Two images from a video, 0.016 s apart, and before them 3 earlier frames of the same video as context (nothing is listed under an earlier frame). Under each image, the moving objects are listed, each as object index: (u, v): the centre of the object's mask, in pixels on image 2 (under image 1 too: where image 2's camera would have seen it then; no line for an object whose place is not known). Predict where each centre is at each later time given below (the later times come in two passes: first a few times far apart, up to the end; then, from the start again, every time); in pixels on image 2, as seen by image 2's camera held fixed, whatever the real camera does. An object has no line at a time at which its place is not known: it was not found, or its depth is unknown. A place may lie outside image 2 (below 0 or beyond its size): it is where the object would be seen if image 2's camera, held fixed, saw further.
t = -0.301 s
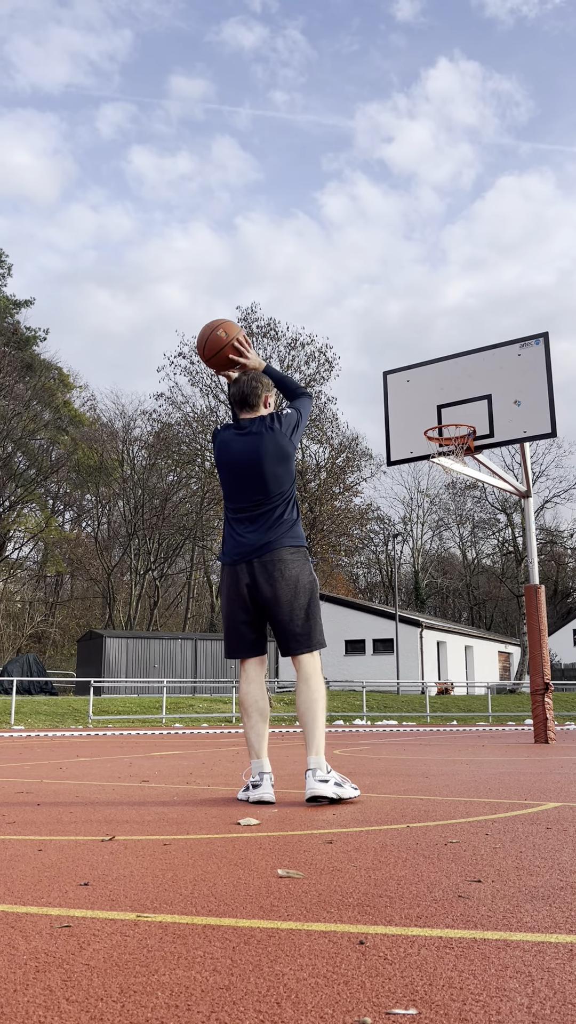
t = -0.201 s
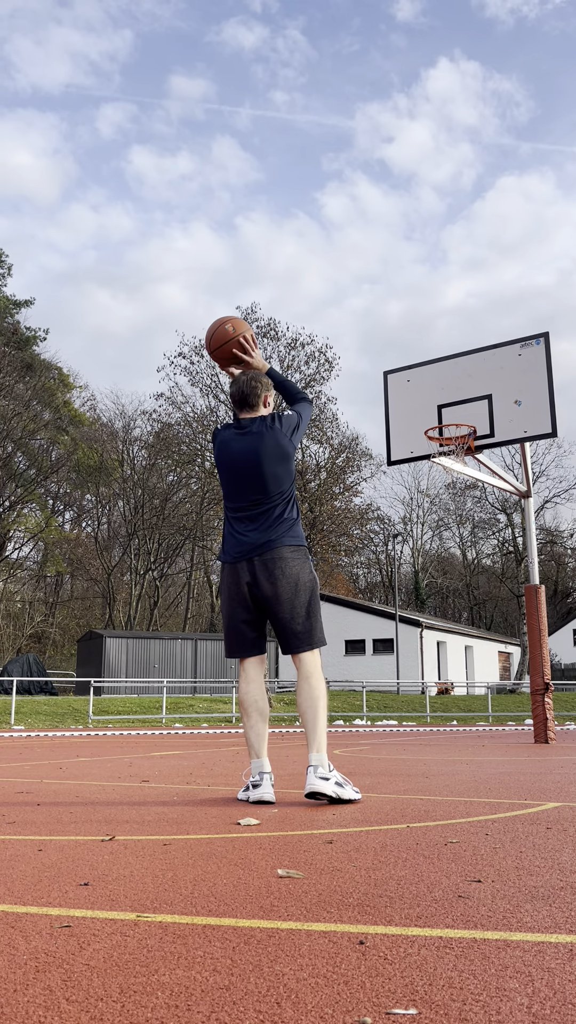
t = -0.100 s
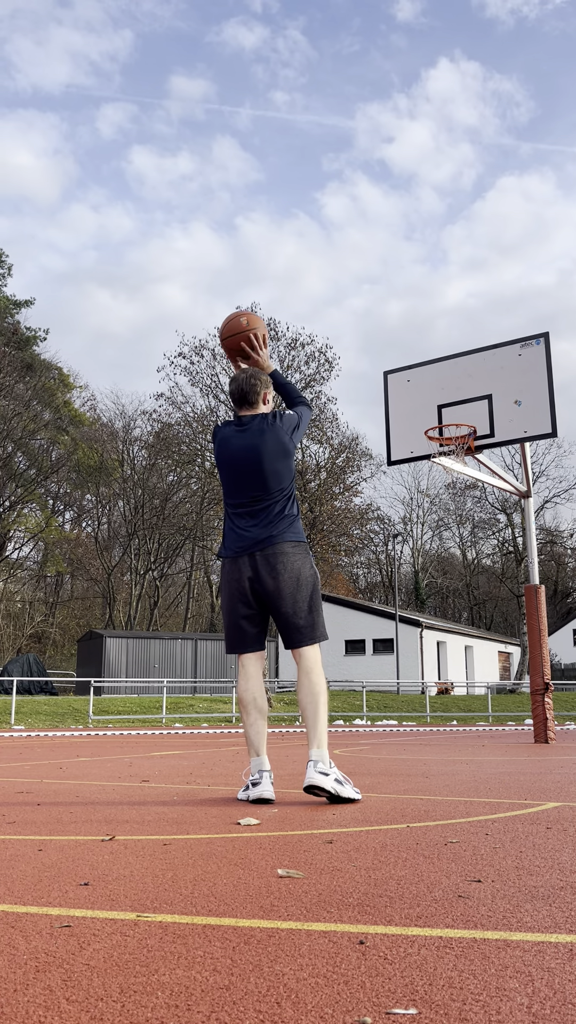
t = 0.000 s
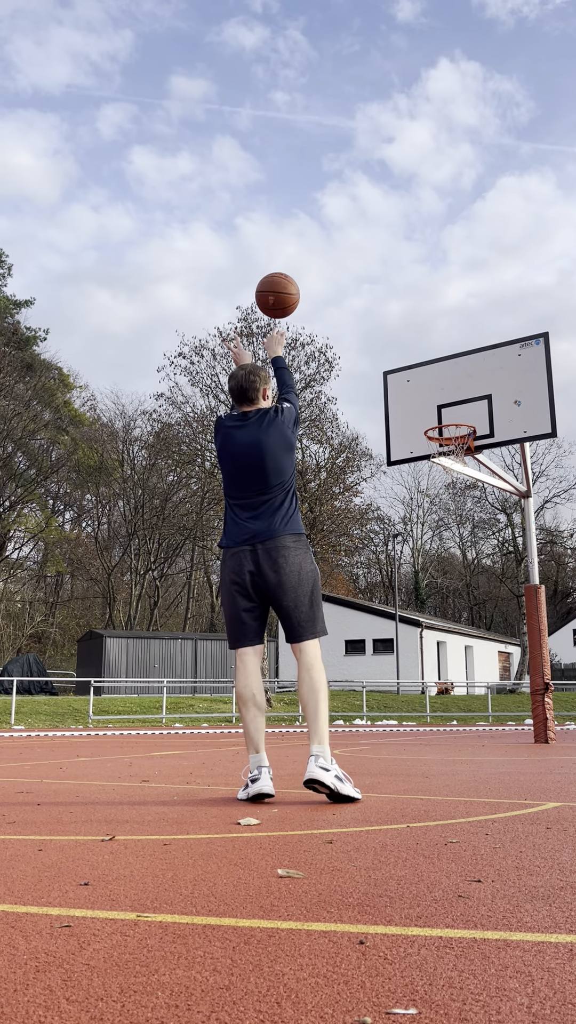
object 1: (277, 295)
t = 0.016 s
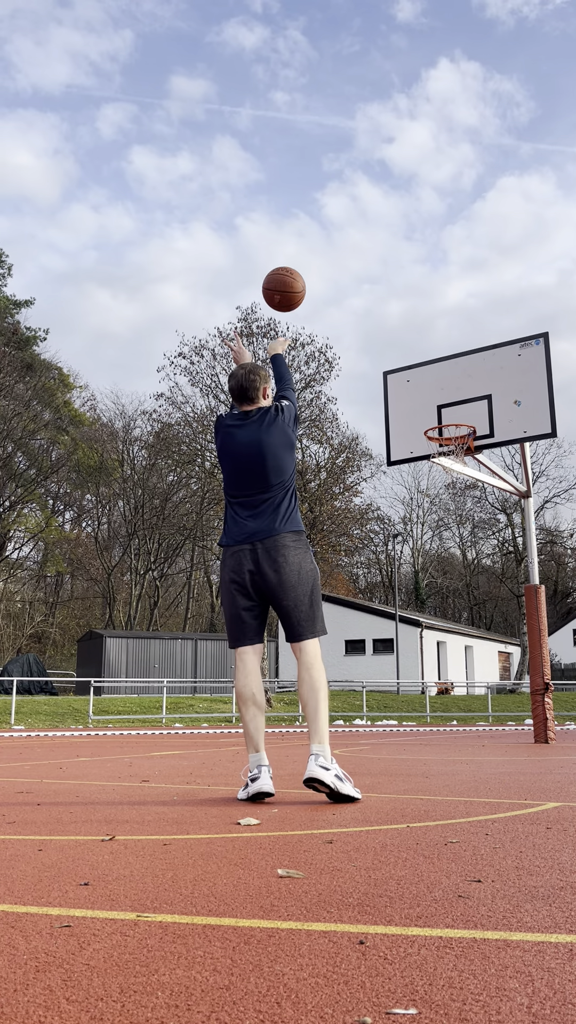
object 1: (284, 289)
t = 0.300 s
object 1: (366, 264)
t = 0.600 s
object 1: (422, 339)
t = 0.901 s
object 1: (457, 403)
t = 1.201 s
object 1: (452, 402)
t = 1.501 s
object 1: (451, 435)
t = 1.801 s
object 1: (446, 454)
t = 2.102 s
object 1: (461, 515)
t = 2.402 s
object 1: (482, 662)
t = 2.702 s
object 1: (494, 653)
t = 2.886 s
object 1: (499, 609)
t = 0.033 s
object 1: (290, 284)
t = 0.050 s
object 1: (296, 279)
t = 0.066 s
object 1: (302, 274)
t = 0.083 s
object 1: (307, 271)
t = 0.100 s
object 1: (313, 268)
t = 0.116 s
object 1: (318, 265)
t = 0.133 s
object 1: (323, 263)
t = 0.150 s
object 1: (328, 261)
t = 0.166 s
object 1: (332, 260)
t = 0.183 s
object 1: (337, 259)
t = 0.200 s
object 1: (342, 259)
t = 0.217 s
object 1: (346, 259)
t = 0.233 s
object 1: (350, 259)
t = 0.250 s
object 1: (354, 260)
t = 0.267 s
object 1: (358, 261)
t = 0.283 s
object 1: (362, 263)
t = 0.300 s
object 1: (366, 264)
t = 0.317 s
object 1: (370, 266)
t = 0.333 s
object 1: (374, 269)
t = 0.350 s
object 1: (377, 271)
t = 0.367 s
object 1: (381, 274)
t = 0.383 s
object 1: (384, 278)
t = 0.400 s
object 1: (387, 281)
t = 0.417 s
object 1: (390, 285)
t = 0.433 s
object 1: (394, 289)
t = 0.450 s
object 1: (397, 293)
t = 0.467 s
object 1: (400, 297)
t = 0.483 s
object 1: (403, 302)
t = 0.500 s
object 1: (406, 307)
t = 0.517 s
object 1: (408, 312)
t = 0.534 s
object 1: (411, 317)
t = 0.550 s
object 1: (414, 322)
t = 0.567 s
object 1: (417, 328)
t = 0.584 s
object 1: (419, 333)
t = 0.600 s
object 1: (422, 339)
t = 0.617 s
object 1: (425, 345)
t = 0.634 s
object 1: (427, 351)
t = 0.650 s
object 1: (430, 358)
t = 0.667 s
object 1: (432, 364)
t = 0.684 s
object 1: (434, 371)
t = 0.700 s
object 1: (437, 378)
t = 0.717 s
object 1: (439, 385)
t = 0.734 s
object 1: (441, 392)
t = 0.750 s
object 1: (444, 399)
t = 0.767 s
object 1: (446, 406)
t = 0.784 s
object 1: (448, 414)
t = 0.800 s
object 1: (449, 412)
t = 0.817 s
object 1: (451, 410)
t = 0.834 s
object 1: (452, 408)
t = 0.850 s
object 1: (453, 406)
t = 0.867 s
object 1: (454, 405)
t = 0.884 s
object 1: (455, 404)
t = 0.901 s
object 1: (457, 403)
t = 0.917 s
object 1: (458, 403)
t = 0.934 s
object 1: (459, 402)
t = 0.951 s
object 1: (460, 403)
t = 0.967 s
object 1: (462, 403)
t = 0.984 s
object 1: (463, 403)
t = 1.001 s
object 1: (464, 404)
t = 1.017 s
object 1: (464, 404)
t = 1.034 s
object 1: (463, 403)
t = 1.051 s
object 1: (462, 402)
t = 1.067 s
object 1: (461, 401)
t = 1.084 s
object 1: (460, 400)
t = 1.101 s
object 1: (459, 400)
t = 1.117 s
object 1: (458, 399)
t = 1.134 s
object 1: (457, 400)
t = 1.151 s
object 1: (456, 400)
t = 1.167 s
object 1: (455, 400)
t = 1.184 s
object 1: (454, 401)
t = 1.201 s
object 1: (452, 402)
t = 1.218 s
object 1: (452, 404)
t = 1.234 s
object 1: (450, 406)
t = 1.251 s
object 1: (449, 408)
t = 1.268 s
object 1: (448, 410)
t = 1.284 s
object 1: (447, 412)
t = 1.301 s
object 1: (446, 414)
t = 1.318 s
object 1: (445, 416)
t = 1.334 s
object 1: (444, 422)
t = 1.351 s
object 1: (445, 423)
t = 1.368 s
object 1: (446, 424)
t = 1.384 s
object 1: (447, 426)
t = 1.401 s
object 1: (448, 428)
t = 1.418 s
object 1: (449, 430)
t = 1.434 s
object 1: (450, 432)
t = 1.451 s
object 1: (452, 434)
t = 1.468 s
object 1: (452, 435)
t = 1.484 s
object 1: (452, 435)
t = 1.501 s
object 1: (451, 435)
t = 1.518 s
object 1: (451, 436)
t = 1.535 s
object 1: (451, 436)
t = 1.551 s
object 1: (451, 437)
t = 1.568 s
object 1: (451, 437)
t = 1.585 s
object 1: (450, 438)
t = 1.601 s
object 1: (450, 440)
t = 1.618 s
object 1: (448, 442)
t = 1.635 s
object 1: (448, 444)
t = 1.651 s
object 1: (448, 446)
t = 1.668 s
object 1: (447, 446)
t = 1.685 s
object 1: (448, 447)
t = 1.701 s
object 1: (447, 448)
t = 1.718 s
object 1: (446, 450)
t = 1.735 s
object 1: (447, 448)
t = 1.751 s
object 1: (446, 449)
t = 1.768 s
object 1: (447, 450)
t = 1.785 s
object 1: (446, 452)
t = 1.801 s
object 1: (446, 454)
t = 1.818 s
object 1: (446, 455)
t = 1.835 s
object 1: (447, 457)
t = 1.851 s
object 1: (447, 459)
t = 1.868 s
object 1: (448, 460)
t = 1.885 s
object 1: (449, 466)
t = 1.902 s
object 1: (450, 468)
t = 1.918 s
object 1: (450, 469)
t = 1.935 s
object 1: (451, 472)
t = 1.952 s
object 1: (452, 475)
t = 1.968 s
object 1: (453, 478)
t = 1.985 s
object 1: (454, 482)
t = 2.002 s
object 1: (455, 485)
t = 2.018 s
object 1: (456, 489)
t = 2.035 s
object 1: (457, 494)
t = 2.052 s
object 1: (458, 499)
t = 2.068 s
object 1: (459, 504)
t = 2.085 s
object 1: (460, 509)
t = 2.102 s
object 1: (461, 515)
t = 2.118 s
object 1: (462, 520)
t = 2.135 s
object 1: (463, 526)
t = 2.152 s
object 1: (464, 533)
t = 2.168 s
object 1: (465, 539)
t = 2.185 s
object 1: (466, 546)
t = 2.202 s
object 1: (468, 554)
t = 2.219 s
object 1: (469, 561)
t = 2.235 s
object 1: (470, 569)
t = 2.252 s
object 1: (471, 577)
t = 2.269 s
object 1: (472, 585)
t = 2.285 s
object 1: (473, 594)
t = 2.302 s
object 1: (474, 602)
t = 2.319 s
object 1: (476, 612)
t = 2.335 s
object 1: (477, 621)
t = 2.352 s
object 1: (478, 631)
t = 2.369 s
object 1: (479, 641)
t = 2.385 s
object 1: (480, 651)
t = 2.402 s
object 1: (482, 662)
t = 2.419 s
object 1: (483, 673)
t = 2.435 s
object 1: (484, 684)
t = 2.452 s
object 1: (486, 696)
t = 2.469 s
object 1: (487, 708)
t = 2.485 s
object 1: (488, 720)
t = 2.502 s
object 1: (489, 733)
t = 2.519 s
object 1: (490, 735)
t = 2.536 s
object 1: (491, 726)
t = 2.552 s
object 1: (491, 717)
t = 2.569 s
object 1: (491, 708)
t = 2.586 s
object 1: (492, 700)
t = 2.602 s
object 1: (492, 693)
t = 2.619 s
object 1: (492, 685)
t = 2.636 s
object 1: (493, 678)
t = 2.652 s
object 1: (493, 671)
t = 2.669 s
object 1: (493, 665)
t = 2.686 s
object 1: (493, 659)
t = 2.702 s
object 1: (494, 653)
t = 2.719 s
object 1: (494, 648)
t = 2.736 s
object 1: (495, 642)
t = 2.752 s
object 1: (495, 637)
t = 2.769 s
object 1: (496, 633)
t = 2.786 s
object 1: (496, 629)
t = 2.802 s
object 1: (497, 625)
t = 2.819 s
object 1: (497, 621)
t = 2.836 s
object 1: (497, 618)
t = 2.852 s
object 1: (498, 614)
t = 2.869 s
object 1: (498, 612)
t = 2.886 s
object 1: (499, 609)
